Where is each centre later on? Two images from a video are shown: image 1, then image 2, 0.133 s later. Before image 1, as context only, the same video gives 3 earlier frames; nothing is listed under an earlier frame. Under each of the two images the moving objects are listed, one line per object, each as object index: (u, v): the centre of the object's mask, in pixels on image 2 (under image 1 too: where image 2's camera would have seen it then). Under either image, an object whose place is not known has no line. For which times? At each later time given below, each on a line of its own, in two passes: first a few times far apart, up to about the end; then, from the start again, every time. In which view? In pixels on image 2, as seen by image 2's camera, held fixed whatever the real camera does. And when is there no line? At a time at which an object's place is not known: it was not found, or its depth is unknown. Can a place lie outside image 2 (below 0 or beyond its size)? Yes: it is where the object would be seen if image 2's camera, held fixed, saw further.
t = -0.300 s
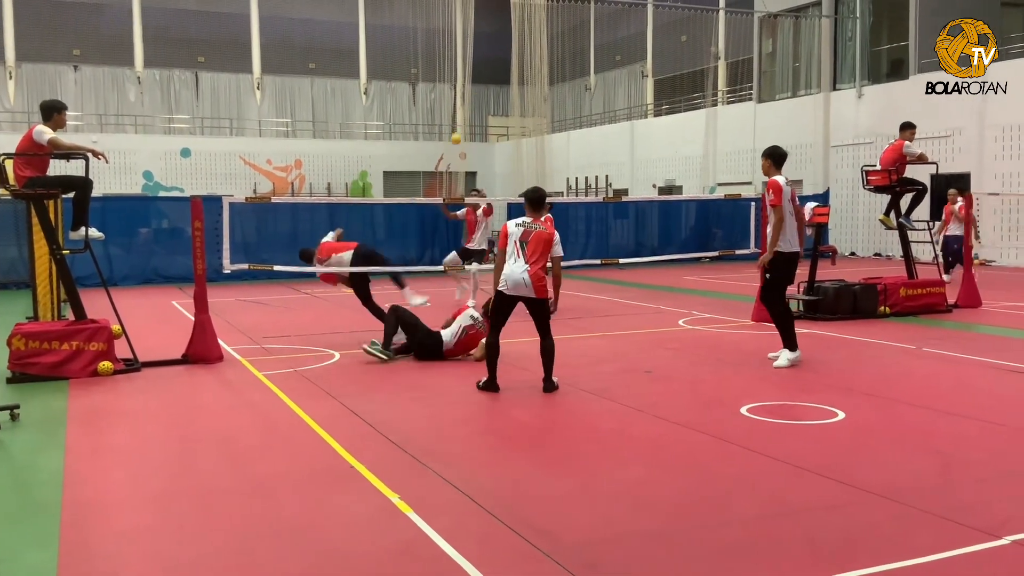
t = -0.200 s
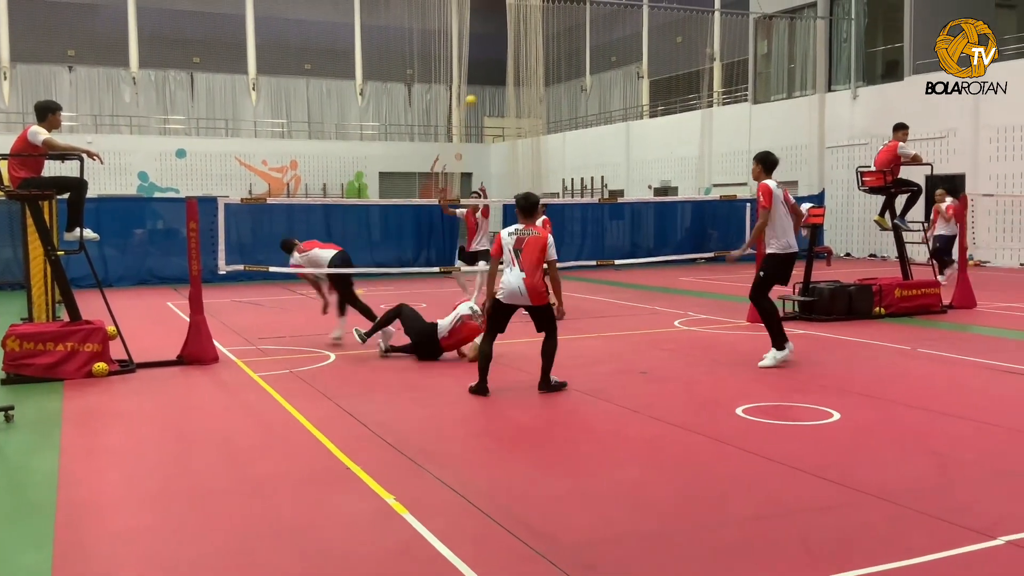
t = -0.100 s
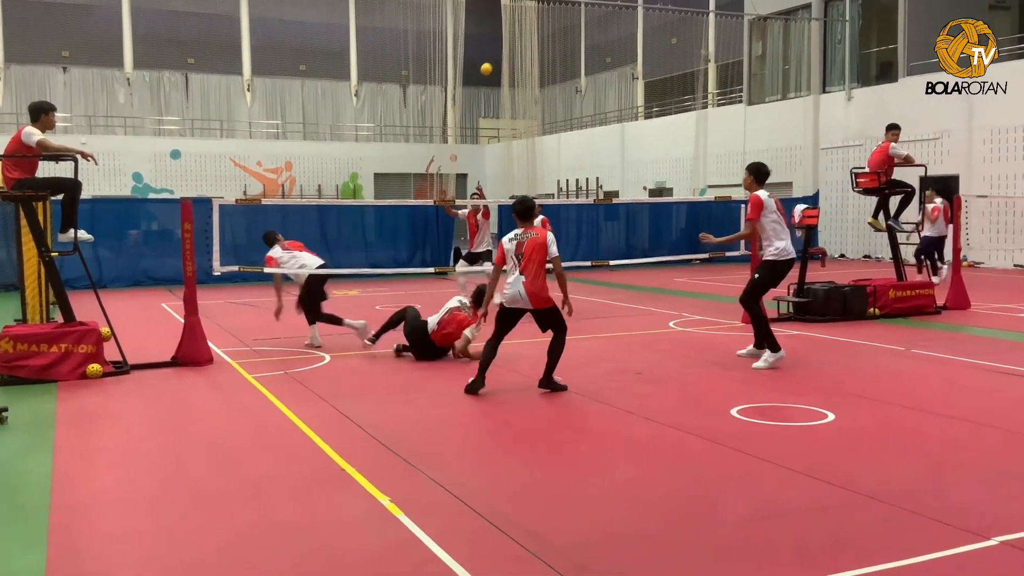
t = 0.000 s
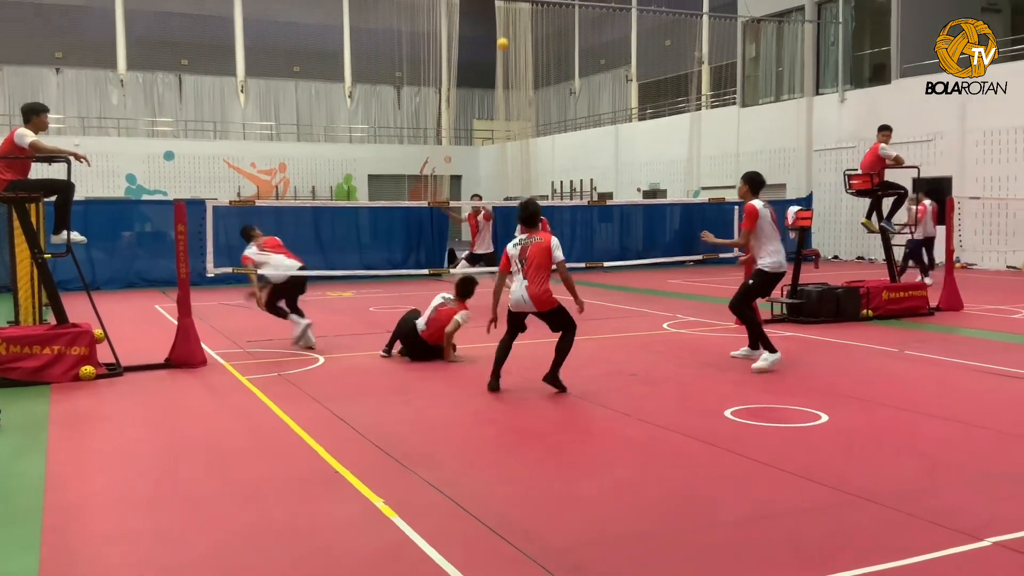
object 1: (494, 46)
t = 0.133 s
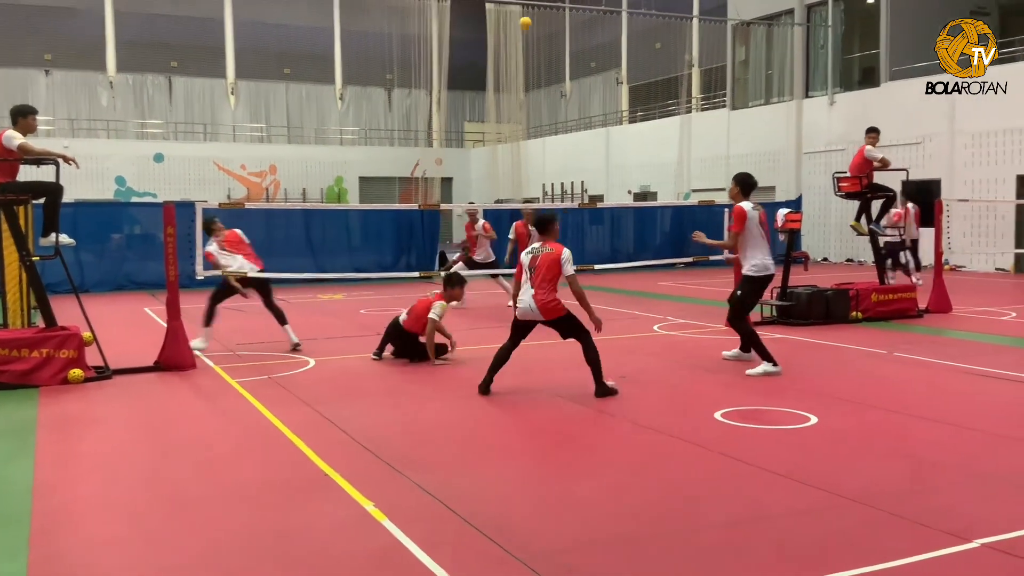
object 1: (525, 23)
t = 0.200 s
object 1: (542, 16)
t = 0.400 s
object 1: (596, 23)
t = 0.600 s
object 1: (658, 75)
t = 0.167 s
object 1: (533, 19)
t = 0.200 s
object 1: (542, 16)
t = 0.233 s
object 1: (550, 15)
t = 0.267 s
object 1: (559, 14)
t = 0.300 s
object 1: (568, 15)
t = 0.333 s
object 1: (578, 17)
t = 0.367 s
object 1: (587, 19)
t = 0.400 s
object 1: (596, 23)
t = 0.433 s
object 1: (606, 29)
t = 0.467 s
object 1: (616, 35)
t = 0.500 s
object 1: (627, 43)
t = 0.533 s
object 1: (637, 53)
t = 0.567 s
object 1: (647, 63)
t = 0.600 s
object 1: (658, 75)
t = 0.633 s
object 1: (669, 89)
